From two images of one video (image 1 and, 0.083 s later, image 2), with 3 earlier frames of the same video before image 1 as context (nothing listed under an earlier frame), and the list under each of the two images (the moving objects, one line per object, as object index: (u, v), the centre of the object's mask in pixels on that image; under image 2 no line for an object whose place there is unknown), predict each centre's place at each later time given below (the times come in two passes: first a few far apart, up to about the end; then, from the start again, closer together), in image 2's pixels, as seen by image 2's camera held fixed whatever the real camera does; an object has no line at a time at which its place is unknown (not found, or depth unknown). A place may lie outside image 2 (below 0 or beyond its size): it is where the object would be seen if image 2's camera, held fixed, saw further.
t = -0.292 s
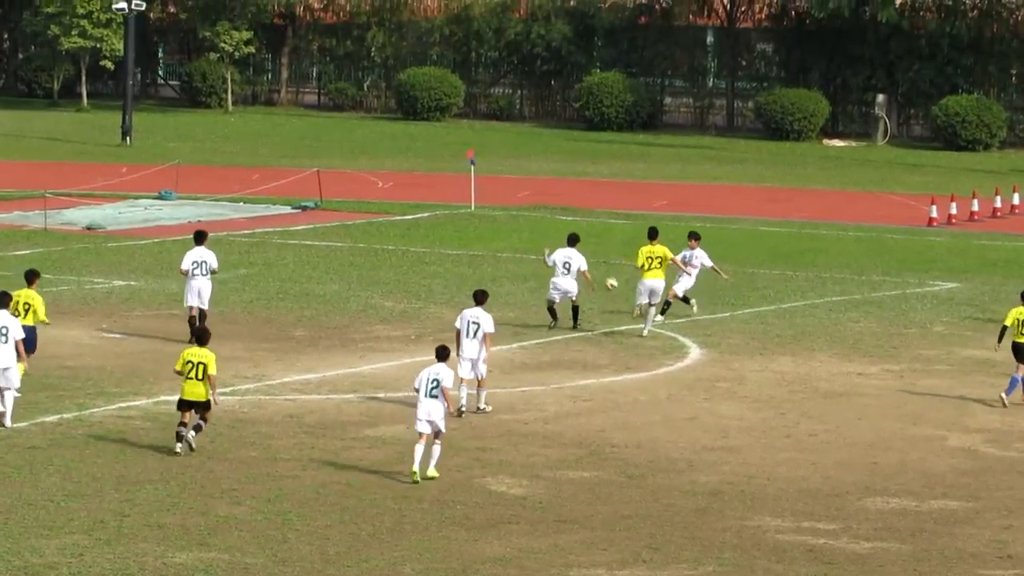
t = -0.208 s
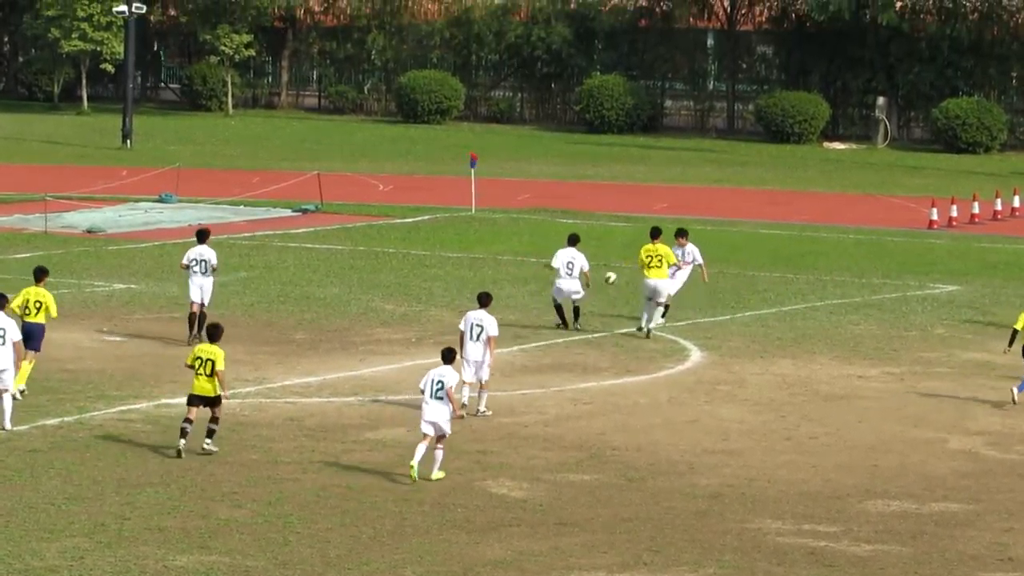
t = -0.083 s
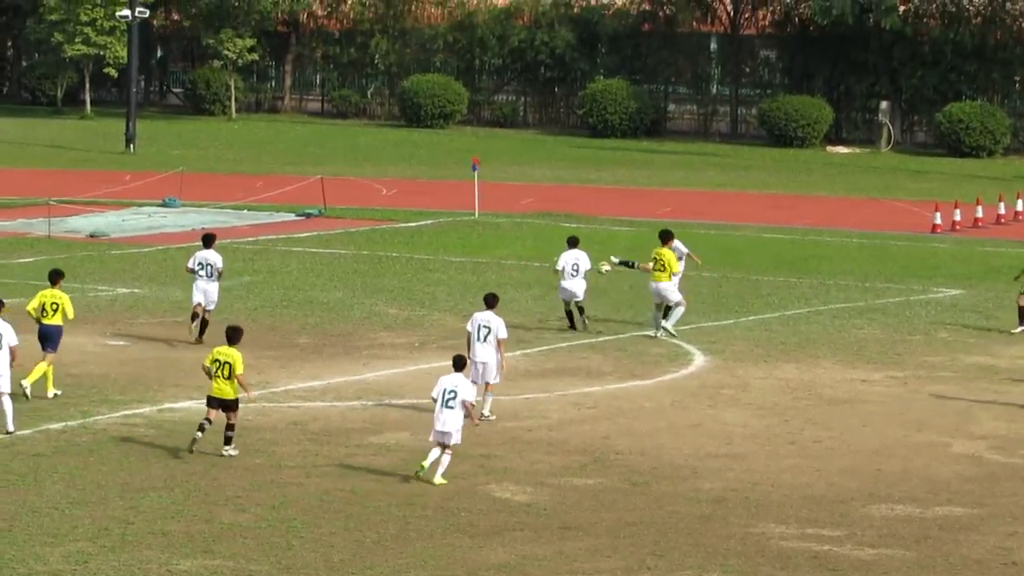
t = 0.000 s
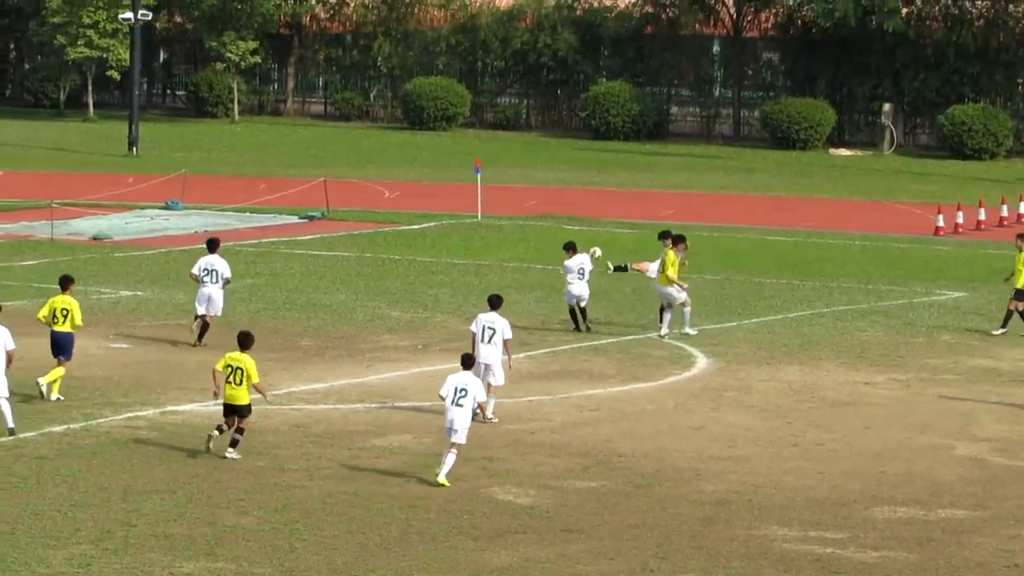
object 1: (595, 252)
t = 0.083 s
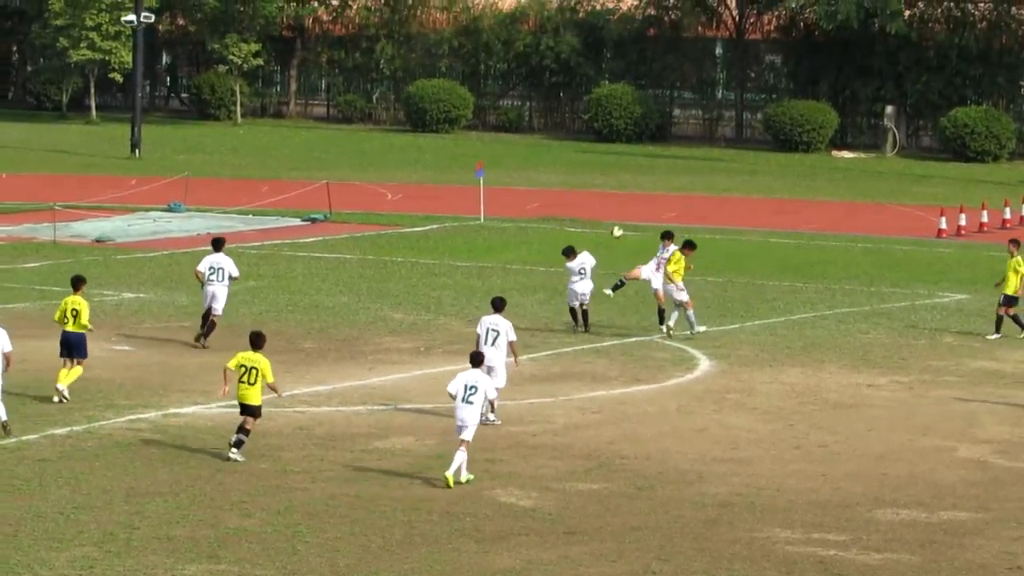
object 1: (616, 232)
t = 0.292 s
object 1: (663, 194)
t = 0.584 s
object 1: (726, 182)
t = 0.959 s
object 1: (804, 241)
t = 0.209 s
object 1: (644, 206)
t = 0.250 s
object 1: (653, 200)
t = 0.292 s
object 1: (663, 194)
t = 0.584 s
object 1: (726, 182)
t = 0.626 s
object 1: (734, 185)
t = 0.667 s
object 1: (743, 189)
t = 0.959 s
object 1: (804, 241)
